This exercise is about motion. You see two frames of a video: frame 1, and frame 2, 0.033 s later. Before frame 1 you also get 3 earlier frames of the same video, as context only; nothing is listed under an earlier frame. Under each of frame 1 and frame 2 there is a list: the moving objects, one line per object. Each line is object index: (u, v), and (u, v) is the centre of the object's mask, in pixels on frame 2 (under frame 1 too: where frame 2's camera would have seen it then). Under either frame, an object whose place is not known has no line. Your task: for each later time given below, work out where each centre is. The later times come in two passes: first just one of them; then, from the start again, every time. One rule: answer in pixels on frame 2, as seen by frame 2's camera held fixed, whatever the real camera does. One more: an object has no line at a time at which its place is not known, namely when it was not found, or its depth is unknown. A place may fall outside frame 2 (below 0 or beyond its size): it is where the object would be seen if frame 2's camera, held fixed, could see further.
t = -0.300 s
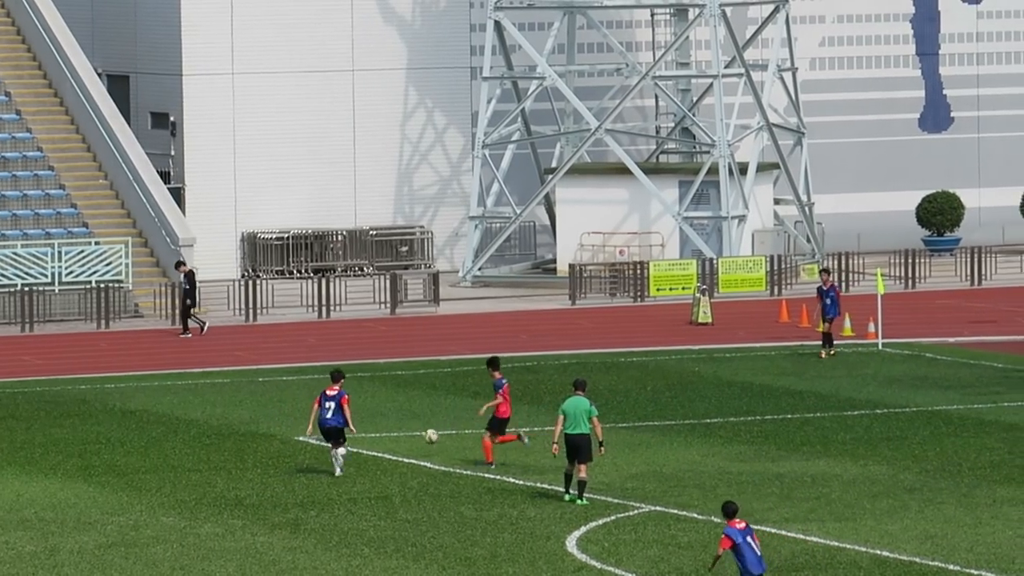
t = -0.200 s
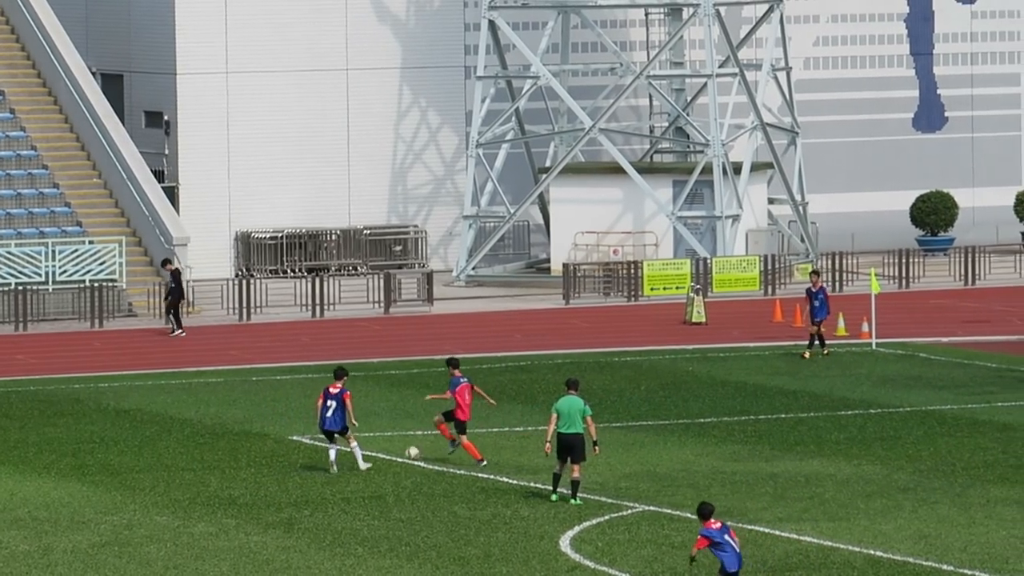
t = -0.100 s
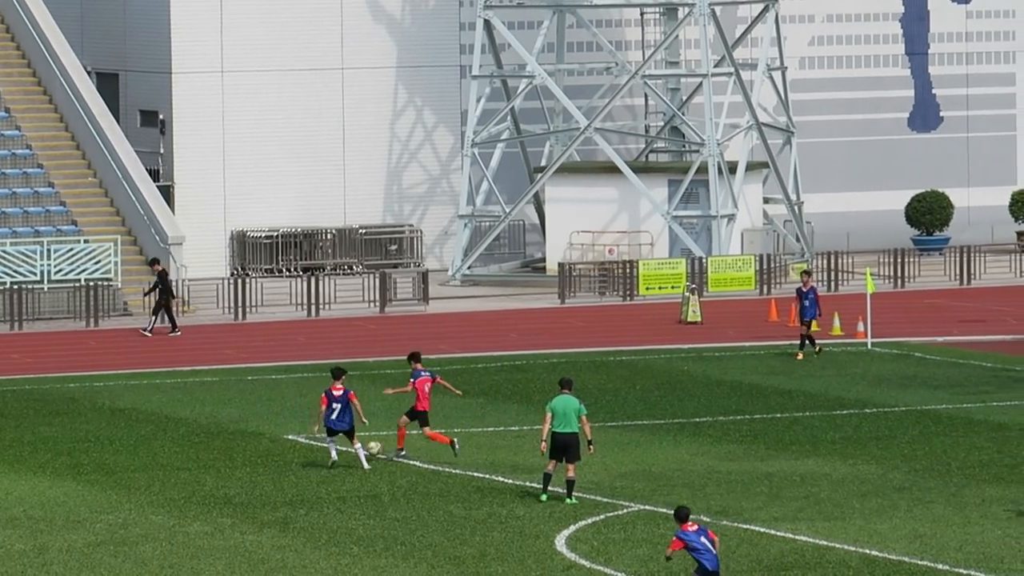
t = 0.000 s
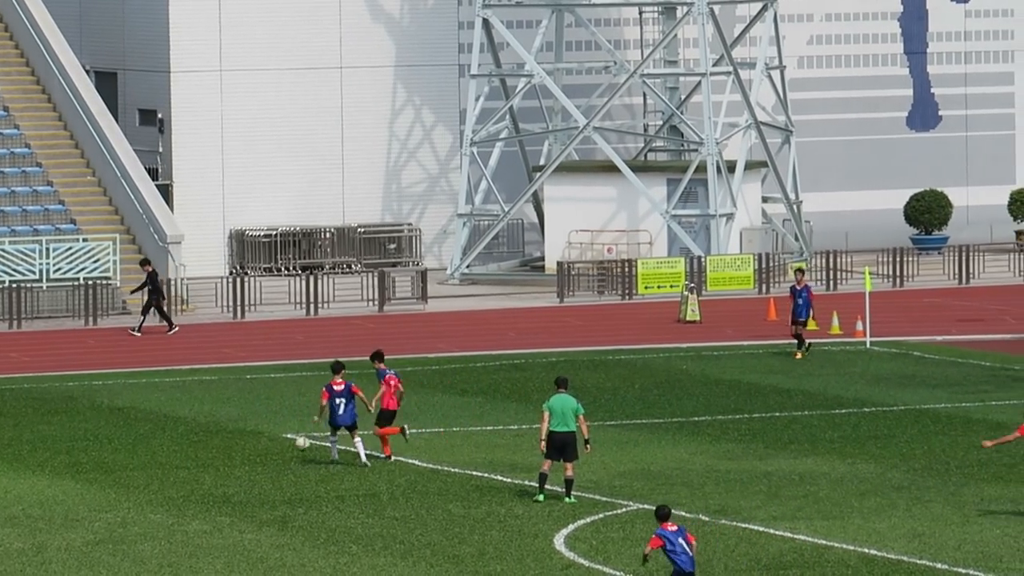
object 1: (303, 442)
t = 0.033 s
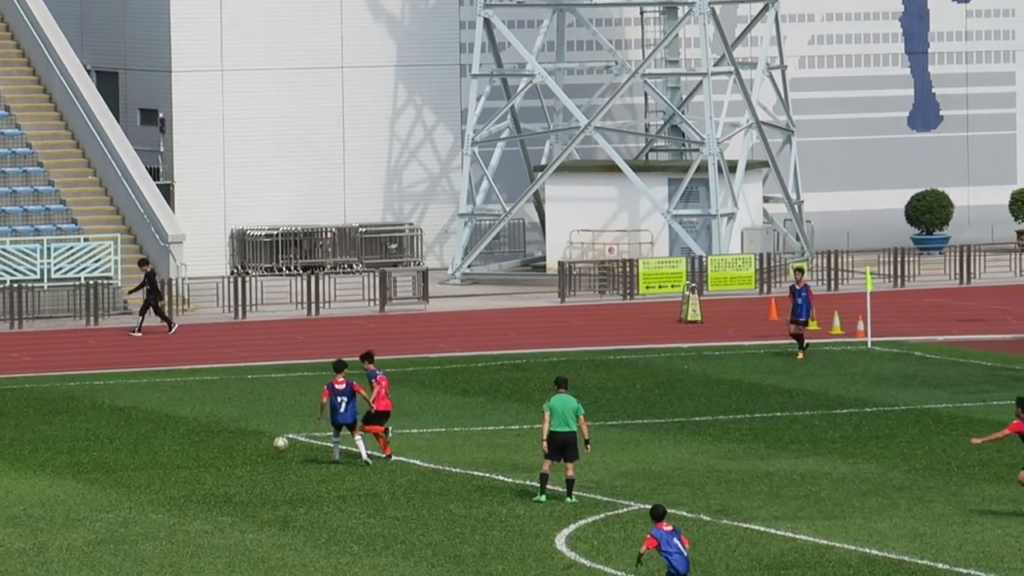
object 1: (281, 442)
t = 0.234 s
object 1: (151, 450)
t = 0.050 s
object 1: (269, 443)
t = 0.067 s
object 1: (258, 443)
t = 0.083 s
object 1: (246, 444)
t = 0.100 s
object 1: (235, 445)
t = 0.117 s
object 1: (223, 446)
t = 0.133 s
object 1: (212, 447)
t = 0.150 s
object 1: (200, 448)
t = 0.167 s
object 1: (189, 450)
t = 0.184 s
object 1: (178, 451)
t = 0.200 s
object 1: (168, 452)
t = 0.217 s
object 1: (159, 451)
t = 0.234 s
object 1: (151, 450)
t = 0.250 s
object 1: (142, 449)
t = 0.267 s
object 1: (134, 448)
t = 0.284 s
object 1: (125, 448)
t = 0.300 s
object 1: (117, 447)
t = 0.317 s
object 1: (108, 447)
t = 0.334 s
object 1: (100, 447)
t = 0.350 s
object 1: (91, 448)
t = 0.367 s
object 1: (83, 448)
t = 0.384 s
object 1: (74, 449)
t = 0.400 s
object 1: (66, 450)
